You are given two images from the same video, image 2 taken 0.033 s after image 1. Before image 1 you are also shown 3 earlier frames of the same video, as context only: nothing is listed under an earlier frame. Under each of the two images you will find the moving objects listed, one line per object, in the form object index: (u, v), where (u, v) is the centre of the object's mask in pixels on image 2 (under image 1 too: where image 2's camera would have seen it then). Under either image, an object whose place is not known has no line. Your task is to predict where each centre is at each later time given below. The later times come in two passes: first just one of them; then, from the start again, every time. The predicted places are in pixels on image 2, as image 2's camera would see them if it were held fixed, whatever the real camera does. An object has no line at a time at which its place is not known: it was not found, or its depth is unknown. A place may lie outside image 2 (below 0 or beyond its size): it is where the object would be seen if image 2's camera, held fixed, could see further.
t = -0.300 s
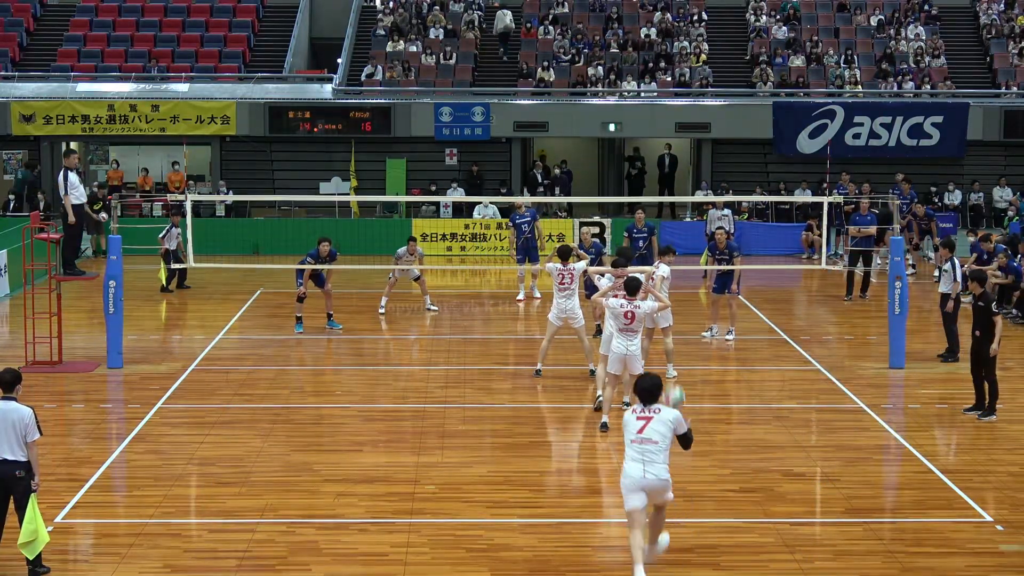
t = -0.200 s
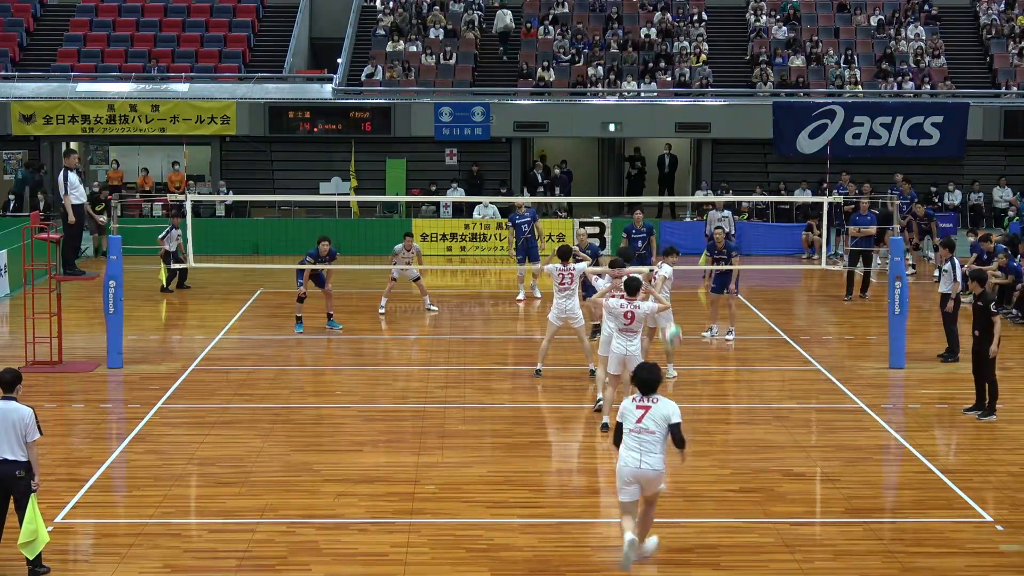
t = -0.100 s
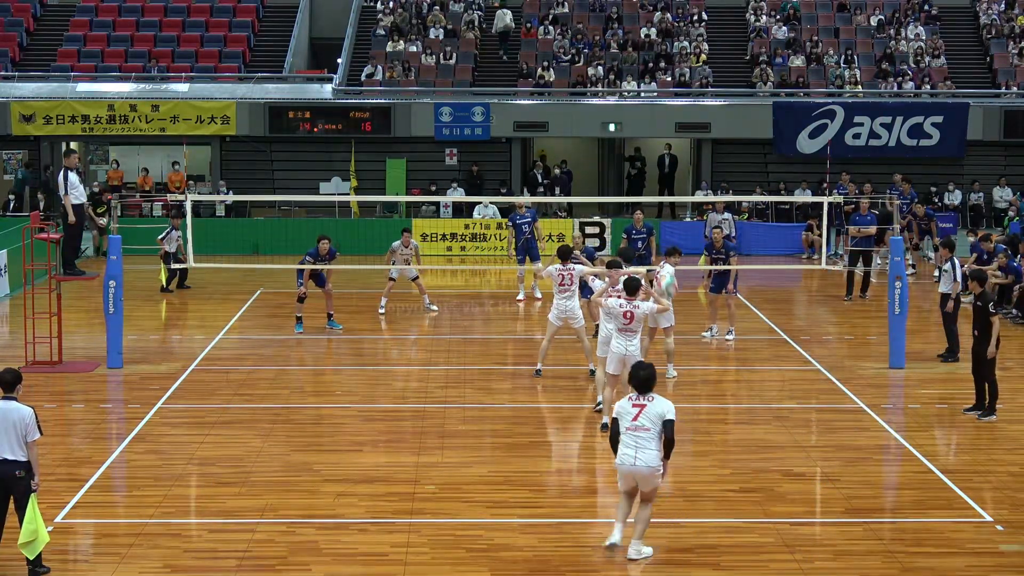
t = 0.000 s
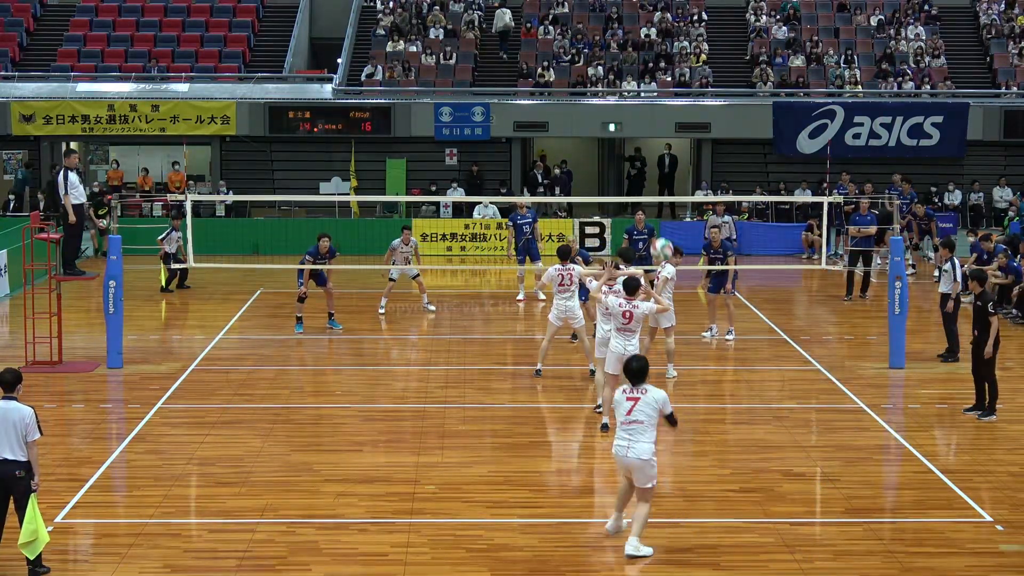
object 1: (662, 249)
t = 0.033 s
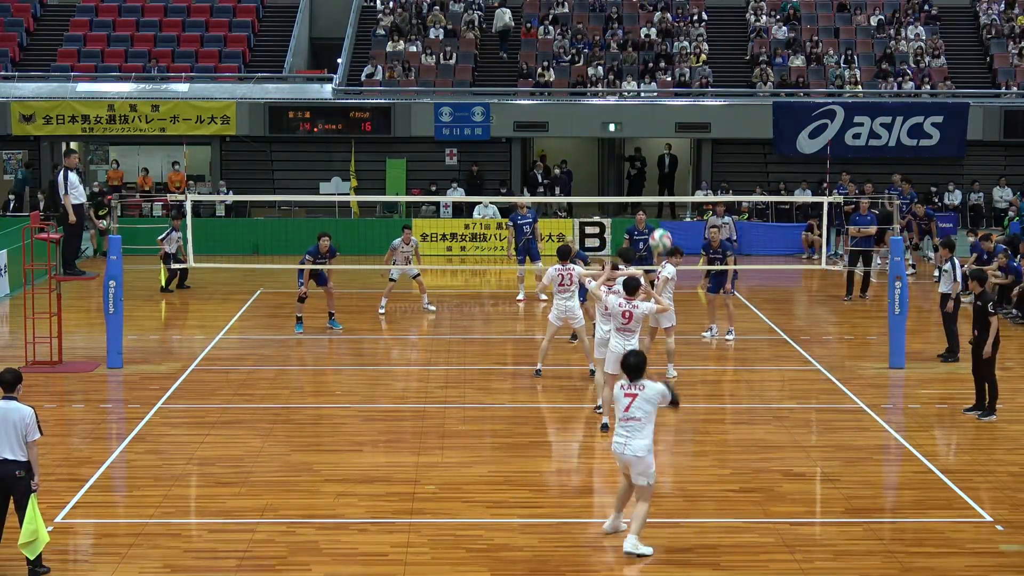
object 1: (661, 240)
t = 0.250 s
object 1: (652, 207)
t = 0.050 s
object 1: (660, 236)
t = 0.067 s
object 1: (659, 232)
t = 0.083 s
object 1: (658, 228)
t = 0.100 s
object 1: (658, 225)
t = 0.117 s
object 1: (657, 222)
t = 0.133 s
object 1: (656, 219)
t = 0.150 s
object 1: (655, 216)
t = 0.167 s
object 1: (655, 214)
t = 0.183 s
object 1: (654, 212)
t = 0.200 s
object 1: (653, 211)
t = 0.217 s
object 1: (653, 210)
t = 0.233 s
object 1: (652, 208)
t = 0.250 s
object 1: (652, 207)
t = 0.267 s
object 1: (651, 207)
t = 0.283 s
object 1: (651, 207)
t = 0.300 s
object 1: (650, 207)
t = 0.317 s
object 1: (649, 207)
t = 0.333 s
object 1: (649, 208)
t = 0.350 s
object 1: (648, 208)
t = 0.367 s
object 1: (647, 210)
